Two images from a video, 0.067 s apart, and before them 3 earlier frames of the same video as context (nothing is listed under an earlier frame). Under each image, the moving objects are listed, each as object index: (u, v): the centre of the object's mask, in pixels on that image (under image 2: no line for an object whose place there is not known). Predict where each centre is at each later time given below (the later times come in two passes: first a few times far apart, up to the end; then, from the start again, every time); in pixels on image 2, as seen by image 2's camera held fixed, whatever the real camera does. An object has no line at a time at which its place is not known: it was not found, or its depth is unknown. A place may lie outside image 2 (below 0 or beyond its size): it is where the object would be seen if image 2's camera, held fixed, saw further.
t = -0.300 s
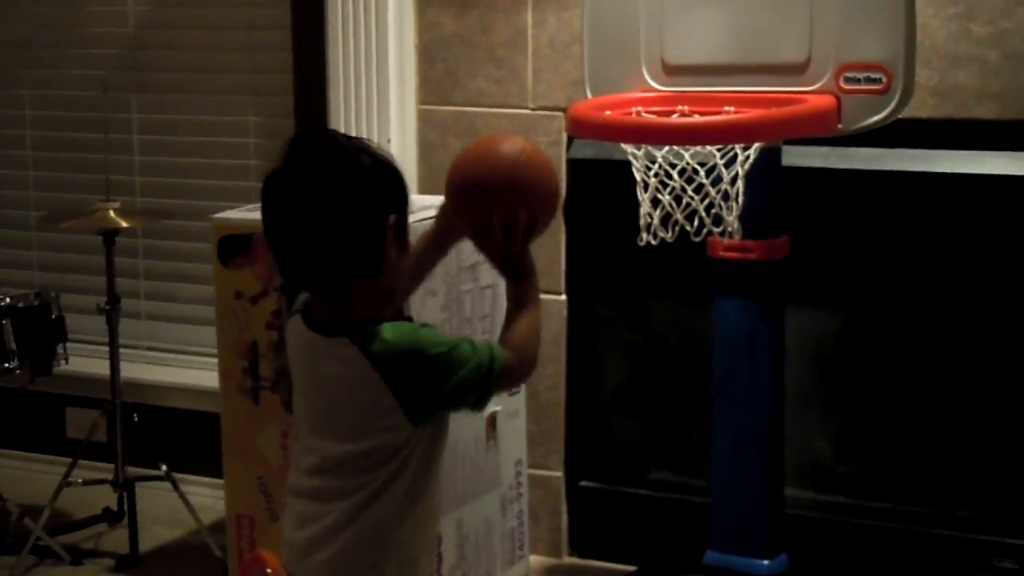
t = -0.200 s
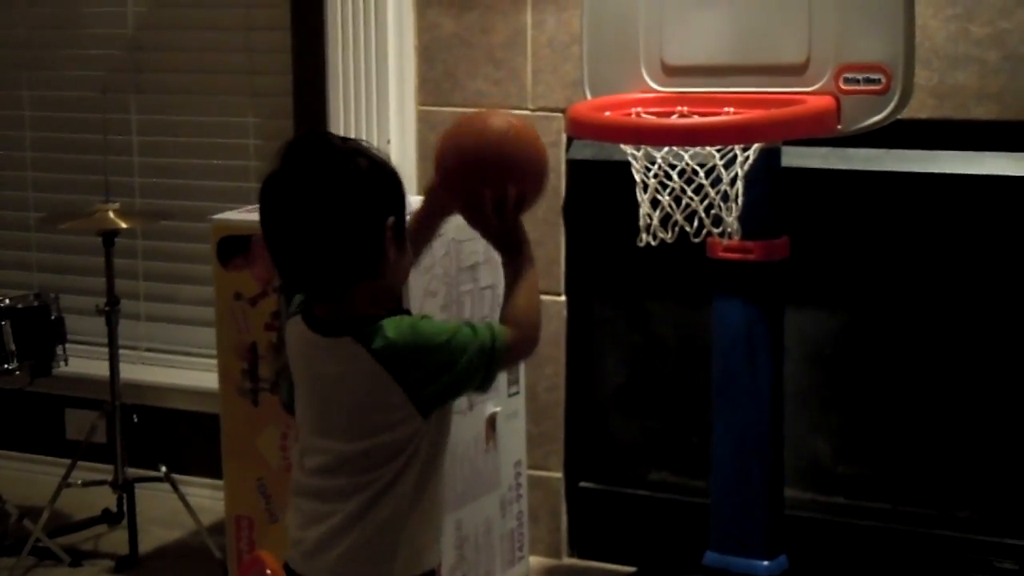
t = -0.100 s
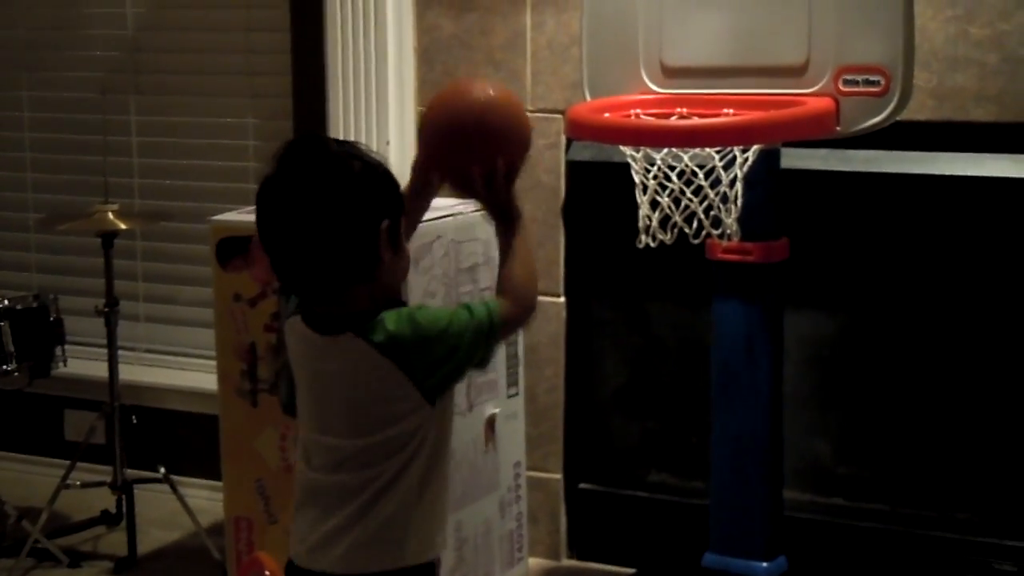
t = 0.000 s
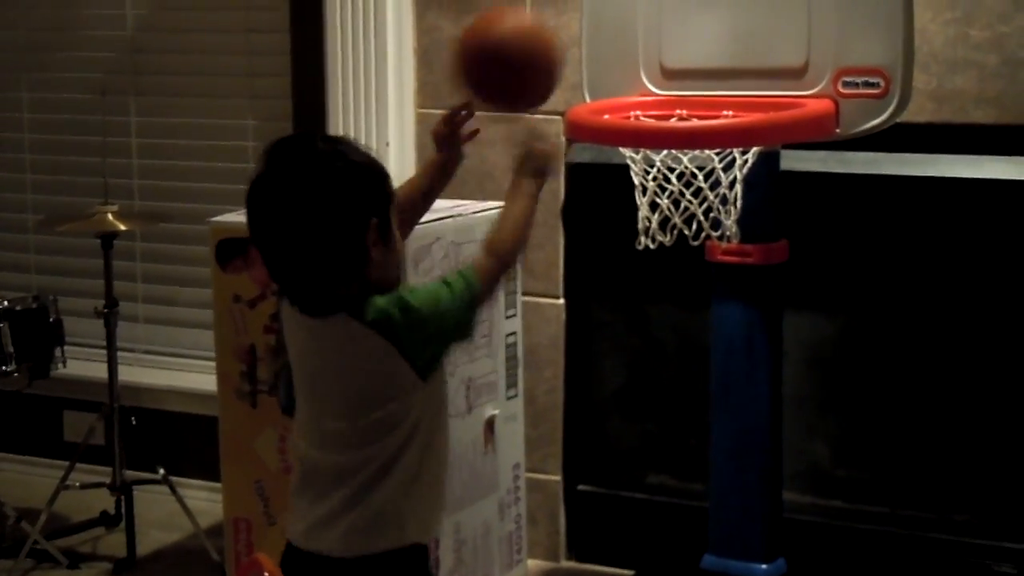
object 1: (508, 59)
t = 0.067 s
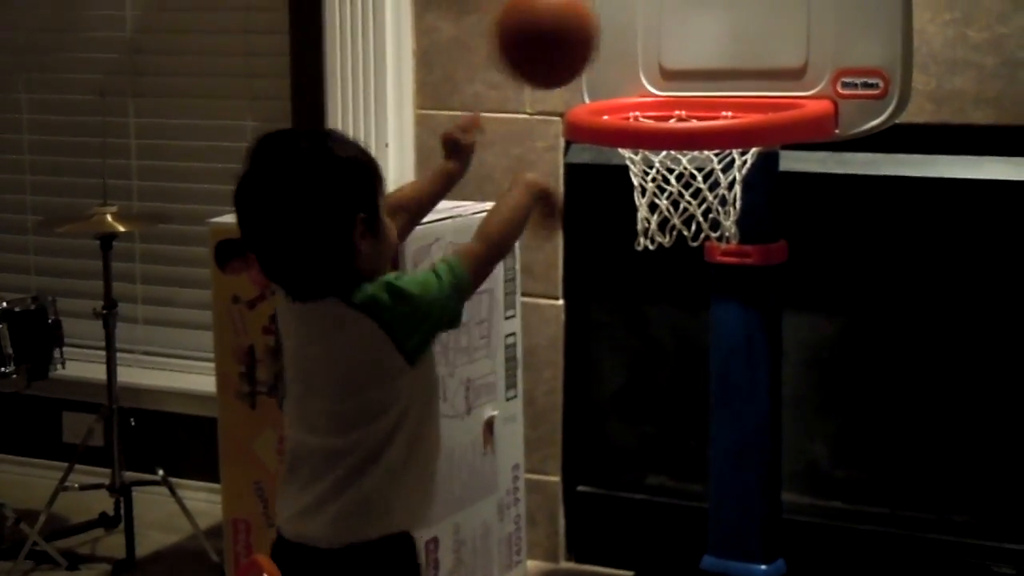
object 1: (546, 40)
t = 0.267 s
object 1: (649, 94)
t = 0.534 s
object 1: (688, 359)
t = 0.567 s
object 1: (689, 418)
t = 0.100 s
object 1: (563, 40)
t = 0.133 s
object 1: (580, 42)
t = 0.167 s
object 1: (595, 53)
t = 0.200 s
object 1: (611, 71)
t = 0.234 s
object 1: (631, 87)
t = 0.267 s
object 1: (649, 94)
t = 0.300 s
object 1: (667, 102)
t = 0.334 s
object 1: (672, 111)
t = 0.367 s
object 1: (671, 175)
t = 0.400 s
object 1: (676, 193)
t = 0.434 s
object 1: (678, 219)
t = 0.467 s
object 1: (682, 261)
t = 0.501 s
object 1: (685, 305)
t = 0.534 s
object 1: (688, 359)
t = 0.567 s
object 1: (689, 418)
